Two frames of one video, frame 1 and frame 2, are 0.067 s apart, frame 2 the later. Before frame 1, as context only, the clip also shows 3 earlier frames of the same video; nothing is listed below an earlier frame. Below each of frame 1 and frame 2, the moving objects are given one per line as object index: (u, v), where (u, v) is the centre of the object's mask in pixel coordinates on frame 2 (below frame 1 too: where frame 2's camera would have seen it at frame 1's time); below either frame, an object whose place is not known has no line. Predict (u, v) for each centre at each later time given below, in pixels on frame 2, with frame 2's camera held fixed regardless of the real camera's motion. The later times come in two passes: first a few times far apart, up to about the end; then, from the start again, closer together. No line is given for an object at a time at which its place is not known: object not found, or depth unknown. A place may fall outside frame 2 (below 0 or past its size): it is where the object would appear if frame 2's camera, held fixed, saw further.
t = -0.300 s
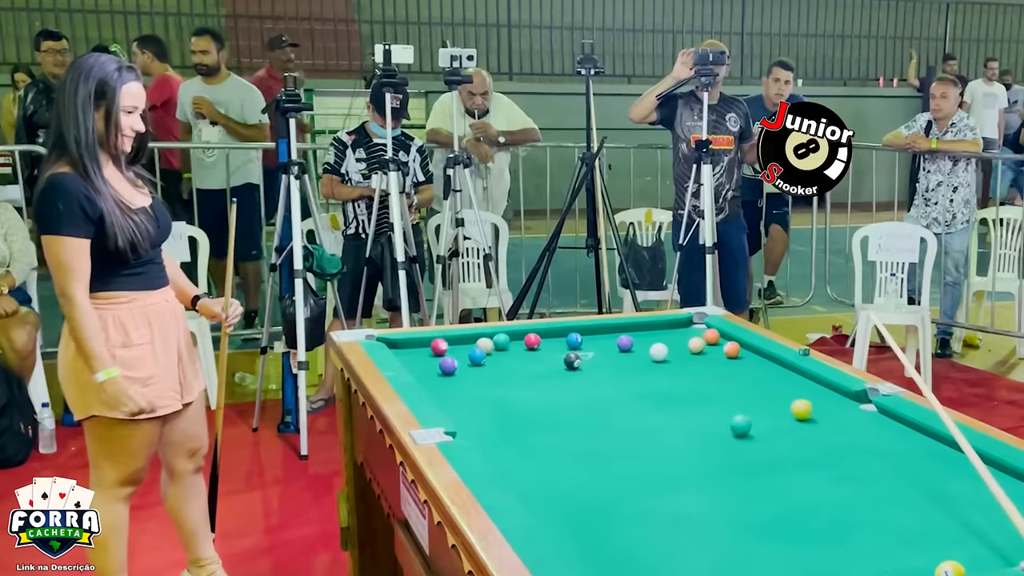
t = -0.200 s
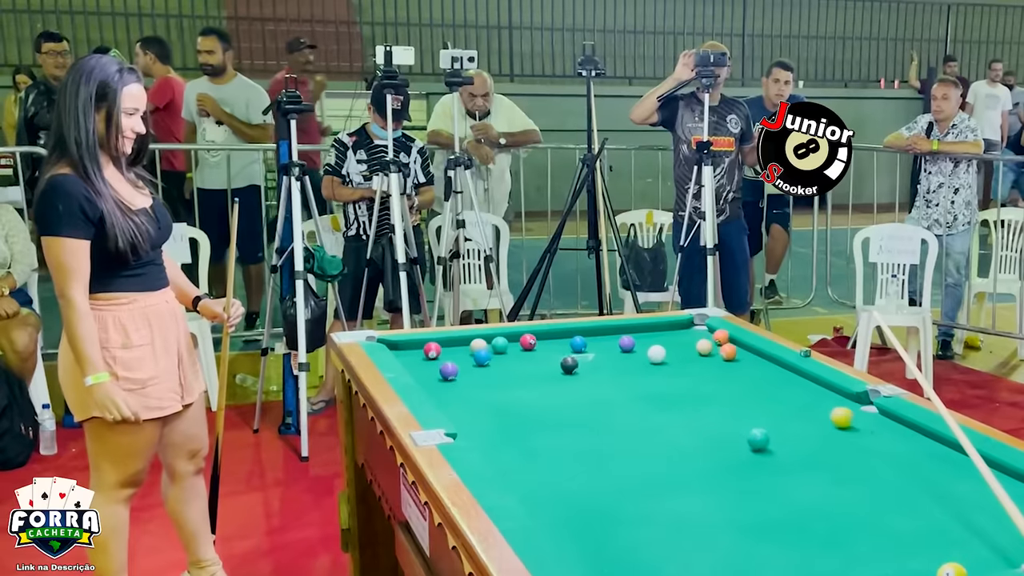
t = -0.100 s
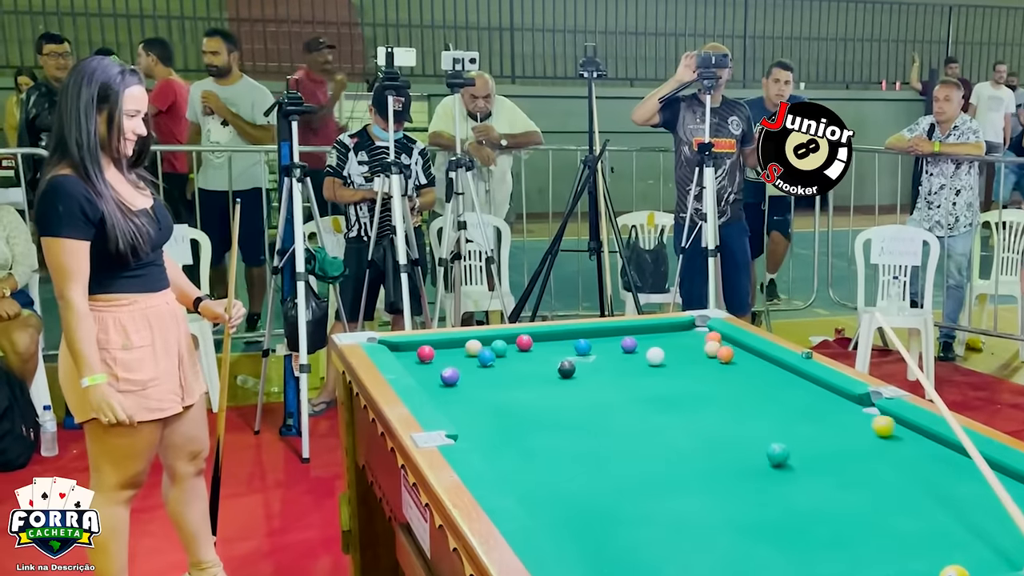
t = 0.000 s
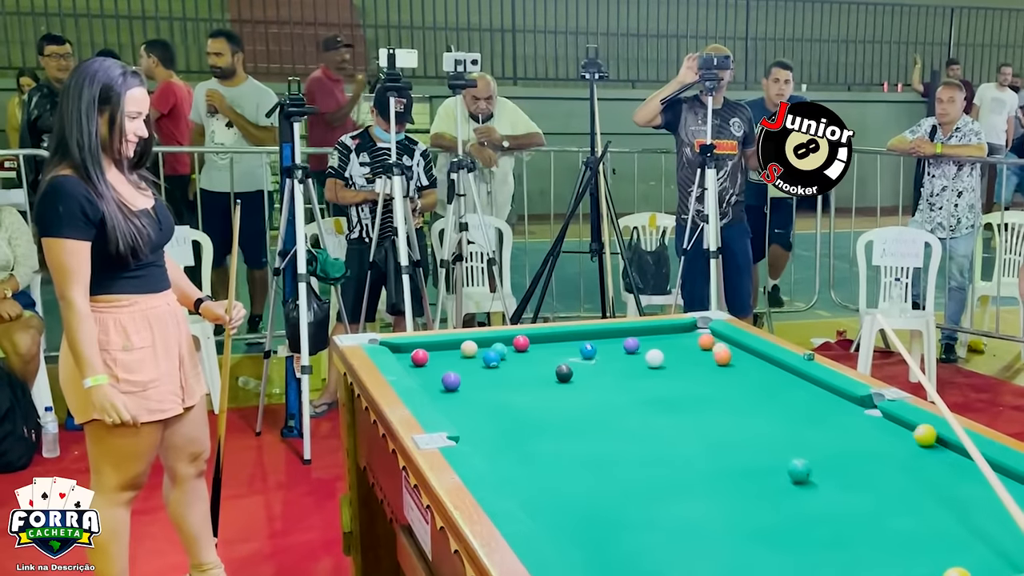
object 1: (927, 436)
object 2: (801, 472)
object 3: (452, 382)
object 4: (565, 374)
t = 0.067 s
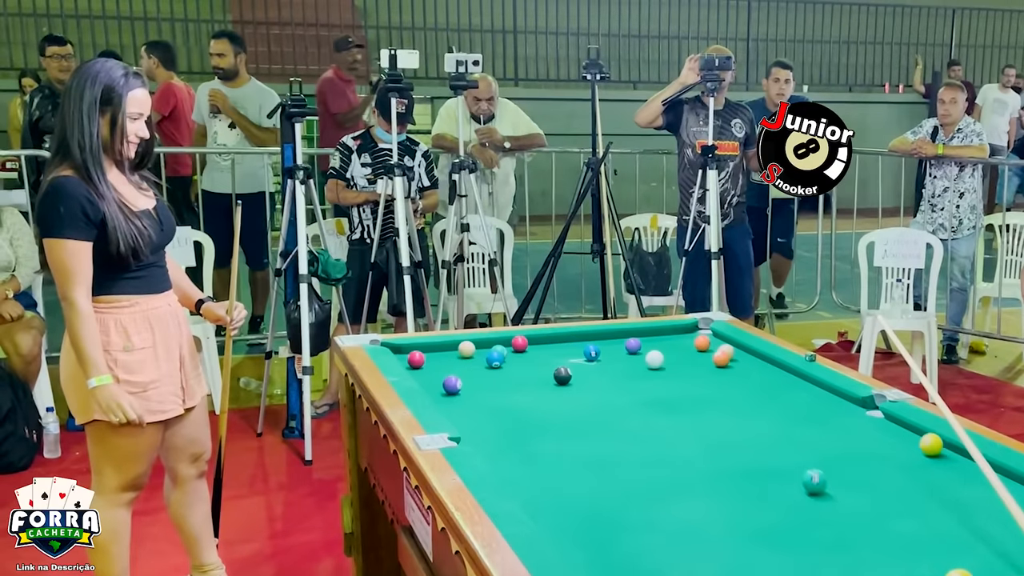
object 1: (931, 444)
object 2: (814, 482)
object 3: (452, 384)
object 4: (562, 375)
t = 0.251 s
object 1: (946, 467)
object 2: (853, 512)
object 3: (452, 391)
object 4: (555, 380)
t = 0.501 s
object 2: (912, 555)
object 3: (450, 401)
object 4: (545, 385)
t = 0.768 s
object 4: (535, 390)
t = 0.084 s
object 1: (932, 446)
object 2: (818, 485)
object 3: (452, 385)
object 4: (561, 376)
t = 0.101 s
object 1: (933, 448)
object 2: (821, 487)
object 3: (452, 386)
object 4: (561, 376)
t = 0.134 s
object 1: (936, 452)
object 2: (828, 492)
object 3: (452, 387)
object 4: (559, 377)
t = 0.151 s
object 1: (938, 455)
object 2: (831, 495)
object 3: (452, 388)
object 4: (559, 377)
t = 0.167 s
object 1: (938, 457)
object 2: (835, 498)
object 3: (452, 388)
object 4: (558, 378)
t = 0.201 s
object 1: (942, 461)
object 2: (842, 503)
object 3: (452, 389)
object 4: (557, 379)
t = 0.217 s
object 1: (943, 463)
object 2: (846, 506)
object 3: (452, 390)
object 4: (556, 379)
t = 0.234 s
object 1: (944, 465)
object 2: (850, 509)
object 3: (452, 391)
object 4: (555, 379)
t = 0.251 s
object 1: (946, 467)
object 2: (853, 512)
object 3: (452, 391)
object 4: (555, 380)
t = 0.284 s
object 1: (948, 471)
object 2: (861, 518)
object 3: (452, 393)
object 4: (553, 380)
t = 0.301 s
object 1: (950, 474)
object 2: (864, 521)
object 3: (452, 393)
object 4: (553, 381)
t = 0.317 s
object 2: (868, 524)
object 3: (452, 394)
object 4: (552, 381)
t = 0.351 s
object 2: (876, 530)
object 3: (451, 395)
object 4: (551, 382)
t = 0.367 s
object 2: (880, 533)
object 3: (451, 396)
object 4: (550, 382)
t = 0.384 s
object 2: (884, 536)
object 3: (451, 396)
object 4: (549, 383)
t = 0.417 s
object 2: (892, 542)
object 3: (451, 397)
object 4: (548, 384)
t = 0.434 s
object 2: (896, 546)
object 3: (451, 398)
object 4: (547, 384)
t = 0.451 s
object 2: (900, 549)
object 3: (451, 399)
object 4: (546, 384)
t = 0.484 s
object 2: (908, 554)
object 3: (451, 400)
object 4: (545, 385)
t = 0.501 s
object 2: (912, 555)
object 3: (450, 401)
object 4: (545, 385)
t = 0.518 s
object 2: (917, 557)
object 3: (450, 401)
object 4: (544, 386)
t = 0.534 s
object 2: (921, 558)
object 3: (450, 402)
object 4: (543, 386)
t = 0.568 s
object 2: (930, 561)
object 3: (450, 403)
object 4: (542, 387)
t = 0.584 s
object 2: (931, 562)
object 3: (450, 404)
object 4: (541, 387)
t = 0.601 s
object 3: (450, 404)
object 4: (541, 388)
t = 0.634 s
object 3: (450, 406)
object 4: (539, 388)
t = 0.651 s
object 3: (449, 406)
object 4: (539, 389)
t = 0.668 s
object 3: (449, 407)
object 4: (538, 389)
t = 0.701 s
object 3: (449, 408)
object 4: (537, 389)
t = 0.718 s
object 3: (450, 408)
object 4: (536, 390)
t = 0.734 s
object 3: (449, 409)
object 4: (536, 390)
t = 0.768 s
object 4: (535, 390)
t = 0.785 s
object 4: (534, 391)
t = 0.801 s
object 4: (533, 391)
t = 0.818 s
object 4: (532, 392)
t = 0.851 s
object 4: (531, 392)
